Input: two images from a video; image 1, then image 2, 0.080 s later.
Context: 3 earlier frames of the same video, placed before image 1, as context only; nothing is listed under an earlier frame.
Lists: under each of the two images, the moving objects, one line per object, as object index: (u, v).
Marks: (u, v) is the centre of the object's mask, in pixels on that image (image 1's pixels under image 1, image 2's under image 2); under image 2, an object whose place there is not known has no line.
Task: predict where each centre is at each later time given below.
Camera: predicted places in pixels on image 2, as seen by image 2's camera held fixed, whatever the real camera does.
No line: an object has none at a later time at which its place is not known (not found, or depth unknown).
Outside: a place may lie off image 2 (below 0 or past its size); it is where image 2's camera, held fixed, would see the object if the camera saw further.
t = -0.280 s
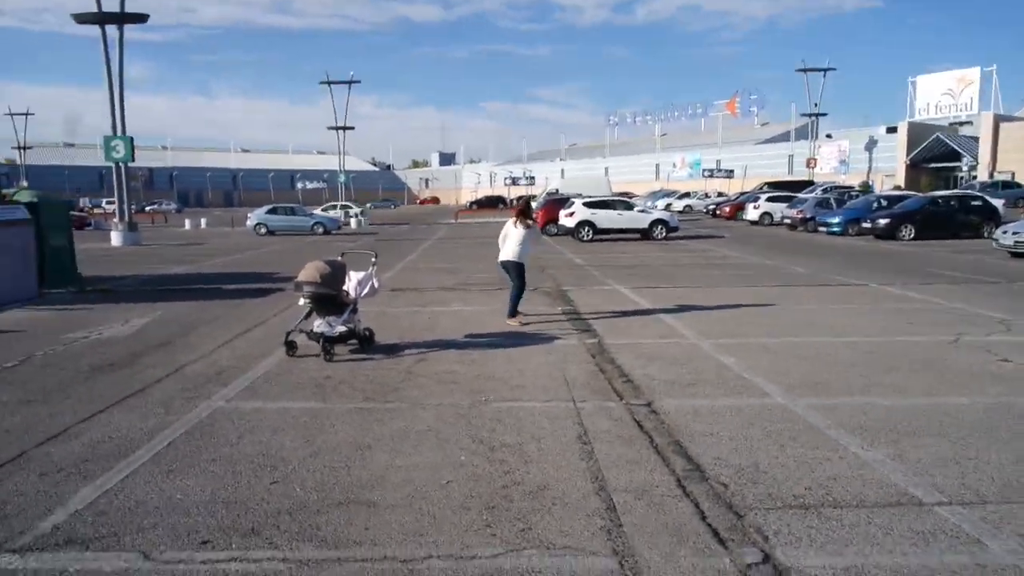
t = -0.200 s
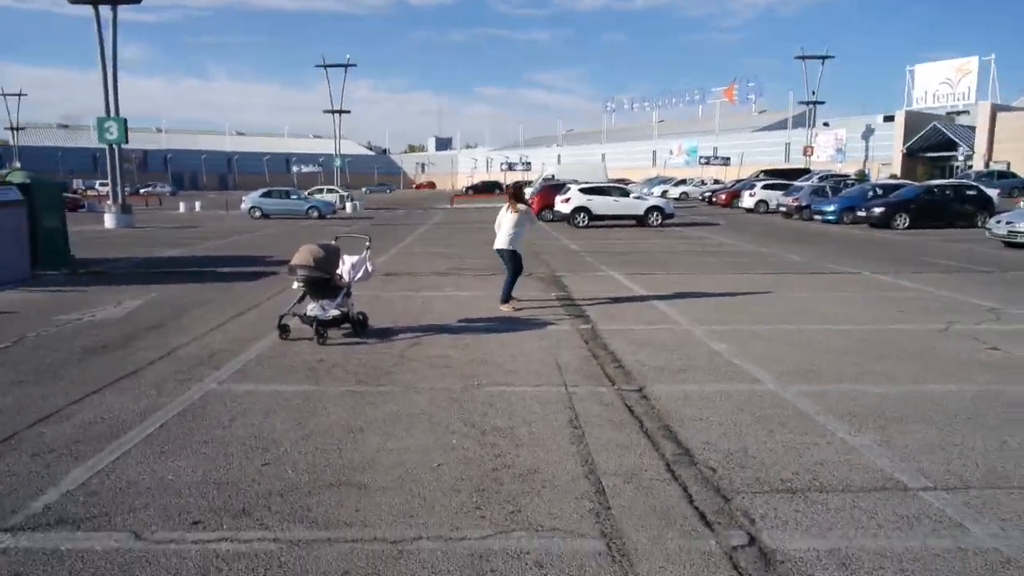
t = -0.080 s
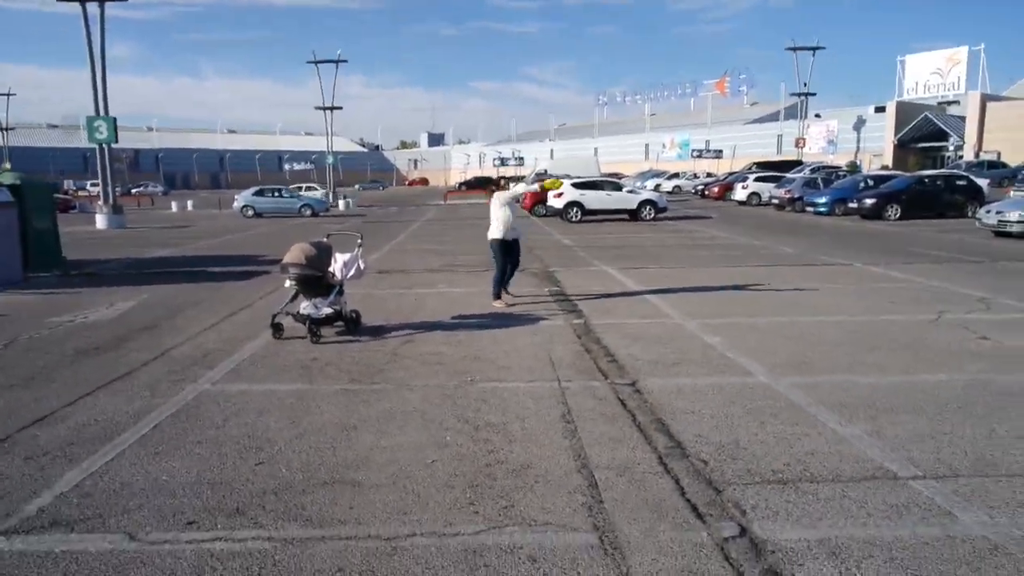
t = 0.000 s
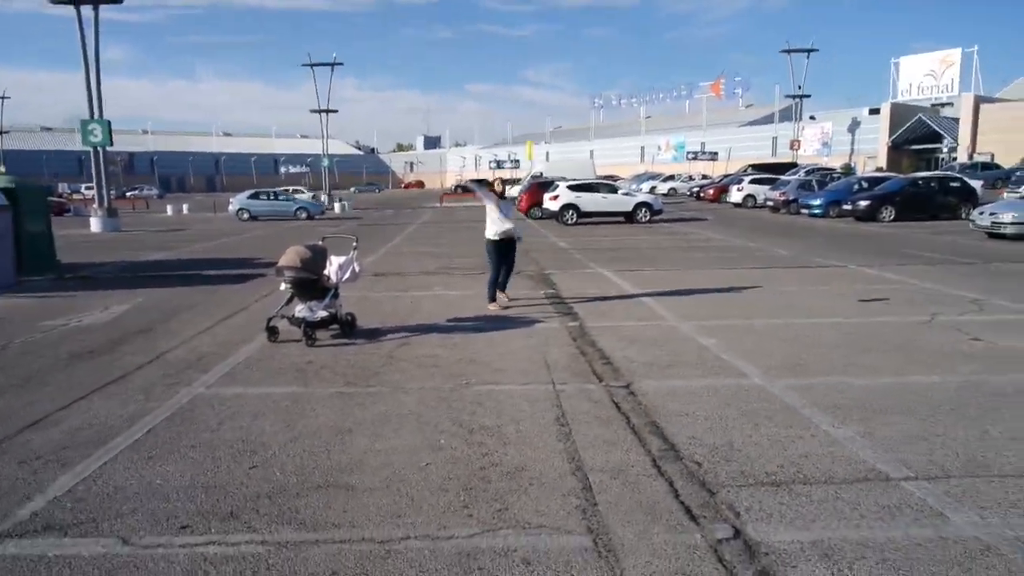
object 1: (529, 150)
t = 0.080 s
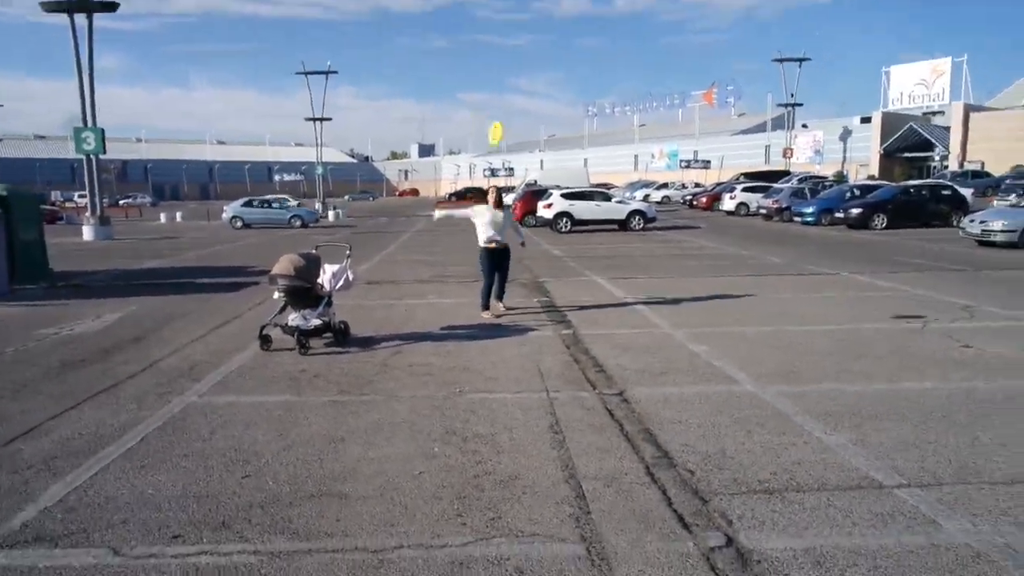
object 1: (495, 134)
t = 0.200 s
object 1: (448, 116)
